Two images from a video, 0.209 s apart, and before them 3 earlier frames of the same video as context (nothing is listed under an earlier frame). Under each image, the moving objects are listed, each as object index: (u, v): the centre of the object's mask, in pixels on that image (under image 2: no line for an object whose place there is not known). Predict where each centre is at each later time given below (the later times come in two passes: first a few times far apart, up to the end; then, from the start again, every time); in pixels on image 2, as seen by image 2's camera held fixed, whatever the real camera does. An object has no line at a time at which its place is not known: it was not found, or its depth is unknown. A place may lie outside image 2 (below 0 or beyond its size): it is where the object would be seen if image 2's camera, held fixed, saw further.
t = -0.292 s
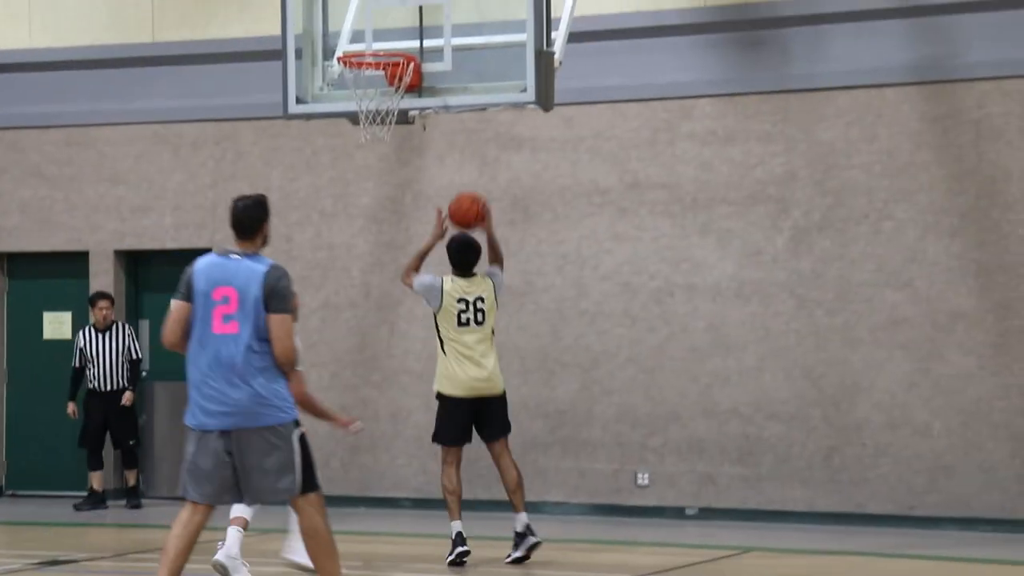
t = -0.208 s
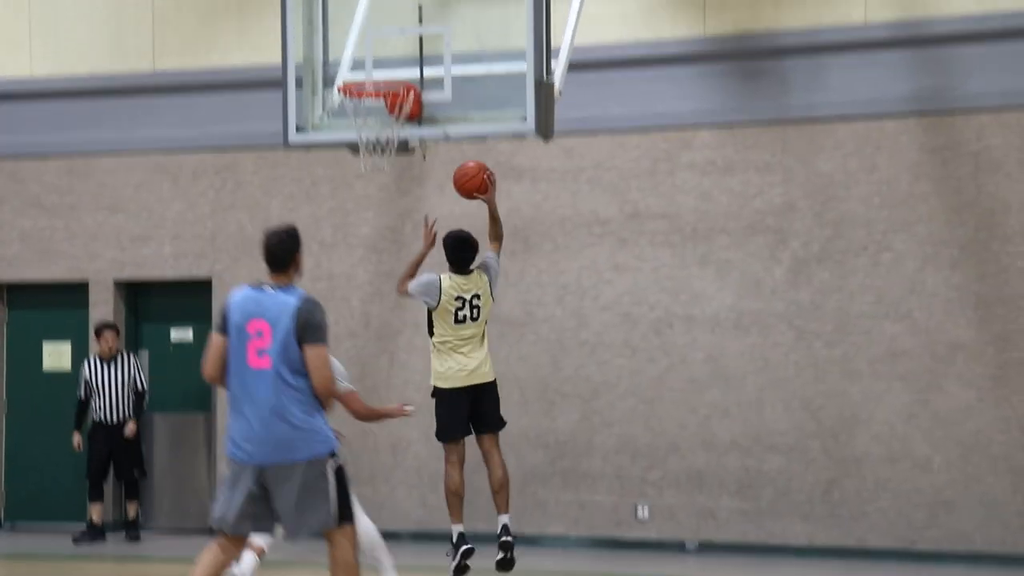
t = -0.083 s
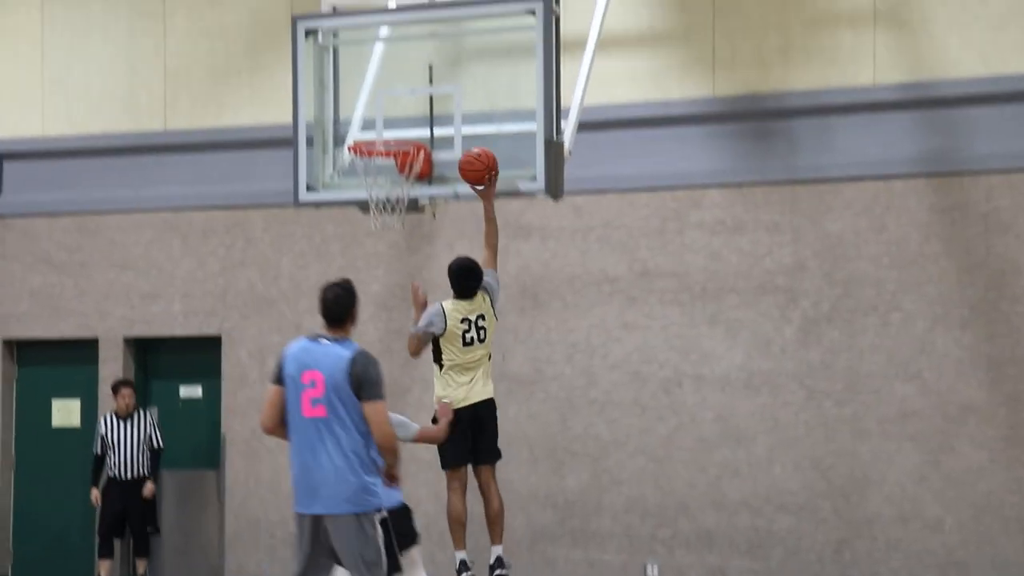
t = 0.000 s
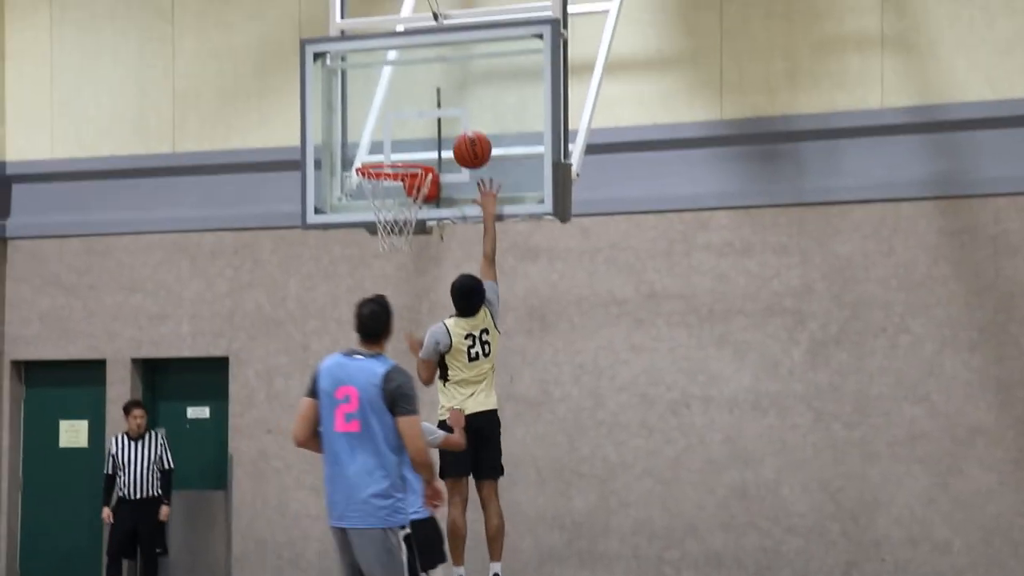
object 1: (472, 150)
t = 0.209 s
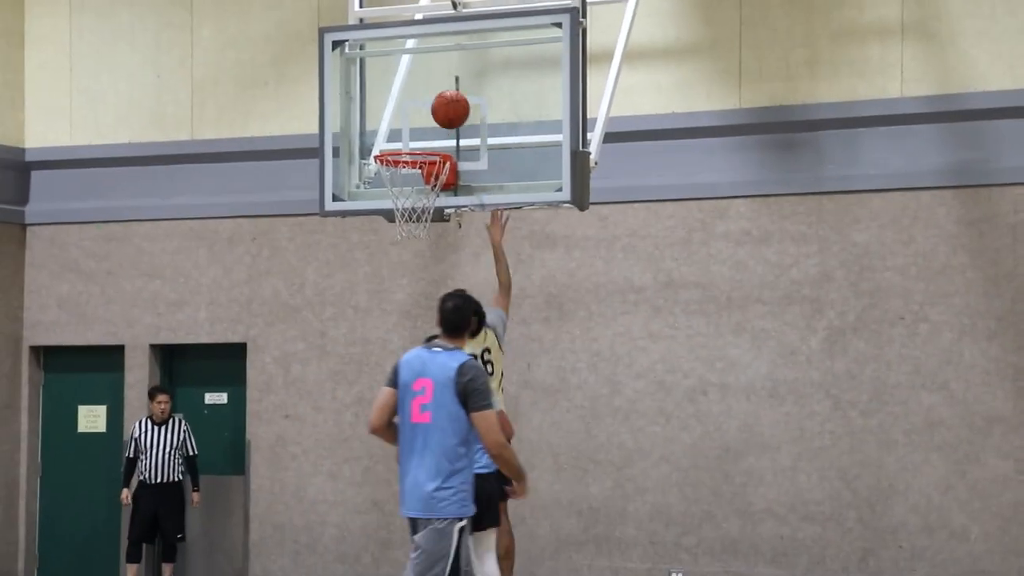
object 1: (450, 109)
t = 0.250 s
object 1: (441, 114)
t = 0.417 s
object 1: (406, 159)
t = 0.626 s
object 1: (385, 241)
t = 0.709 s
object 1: (381, 284)
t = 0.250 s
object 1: (441, 114)
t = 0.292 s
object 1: (433, 121)
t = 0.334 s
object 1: (425, 131)
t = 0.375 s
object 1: (416, 139)
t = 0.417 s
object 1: (406, 159)
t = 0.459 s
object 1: (398, 176)
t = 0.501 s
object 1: (392, 196)
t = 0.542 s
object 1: (388, 210)
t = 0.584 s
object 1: (387, 224)
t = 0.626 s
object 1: (385, 241)
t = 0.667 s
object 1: (383, 261)
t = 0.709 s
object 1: (381, 284)
